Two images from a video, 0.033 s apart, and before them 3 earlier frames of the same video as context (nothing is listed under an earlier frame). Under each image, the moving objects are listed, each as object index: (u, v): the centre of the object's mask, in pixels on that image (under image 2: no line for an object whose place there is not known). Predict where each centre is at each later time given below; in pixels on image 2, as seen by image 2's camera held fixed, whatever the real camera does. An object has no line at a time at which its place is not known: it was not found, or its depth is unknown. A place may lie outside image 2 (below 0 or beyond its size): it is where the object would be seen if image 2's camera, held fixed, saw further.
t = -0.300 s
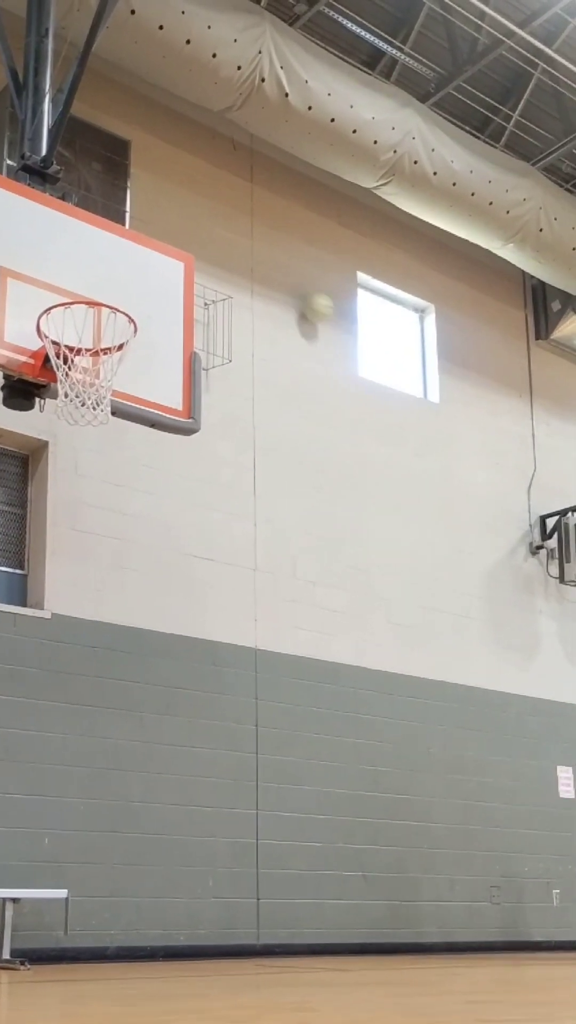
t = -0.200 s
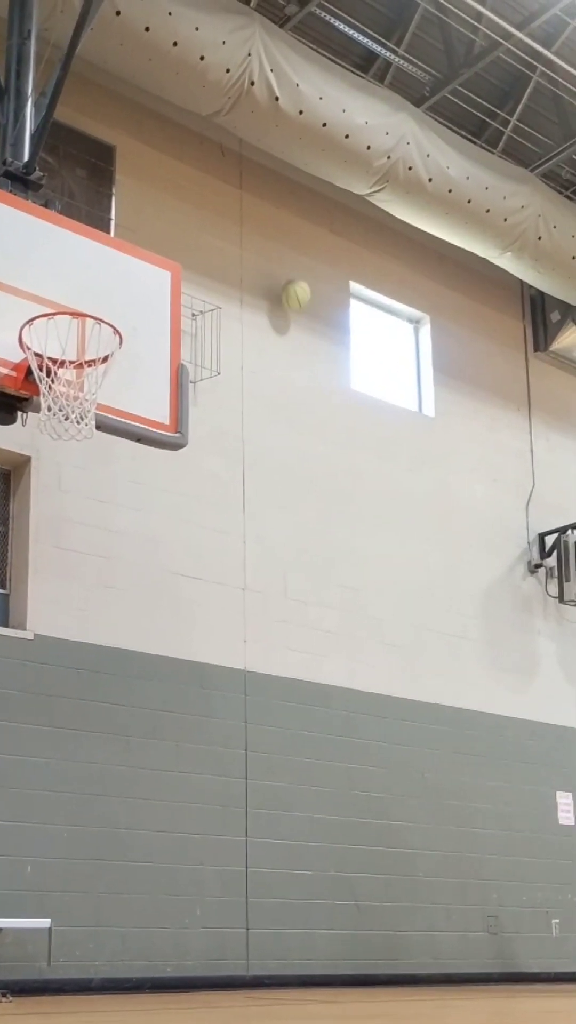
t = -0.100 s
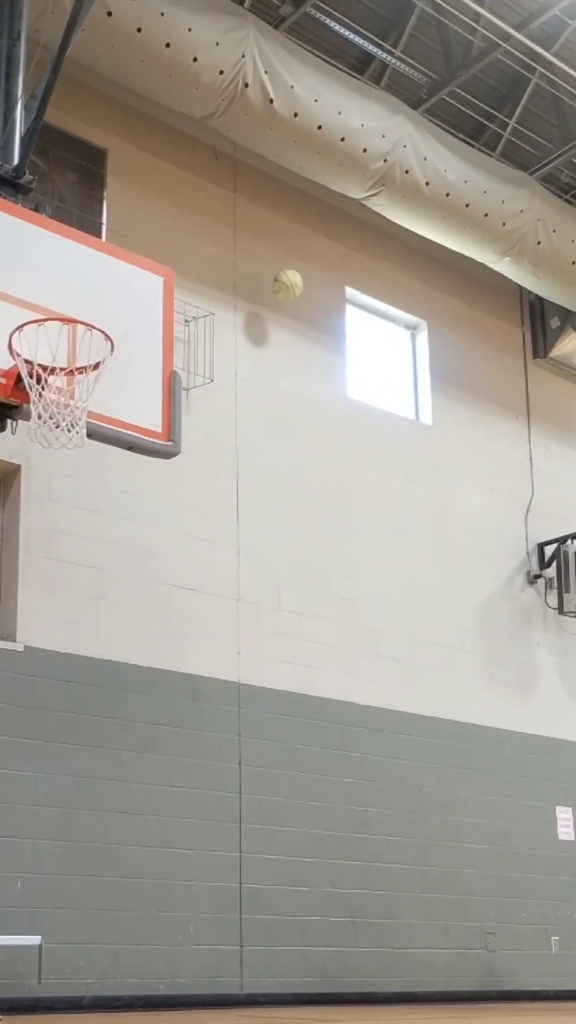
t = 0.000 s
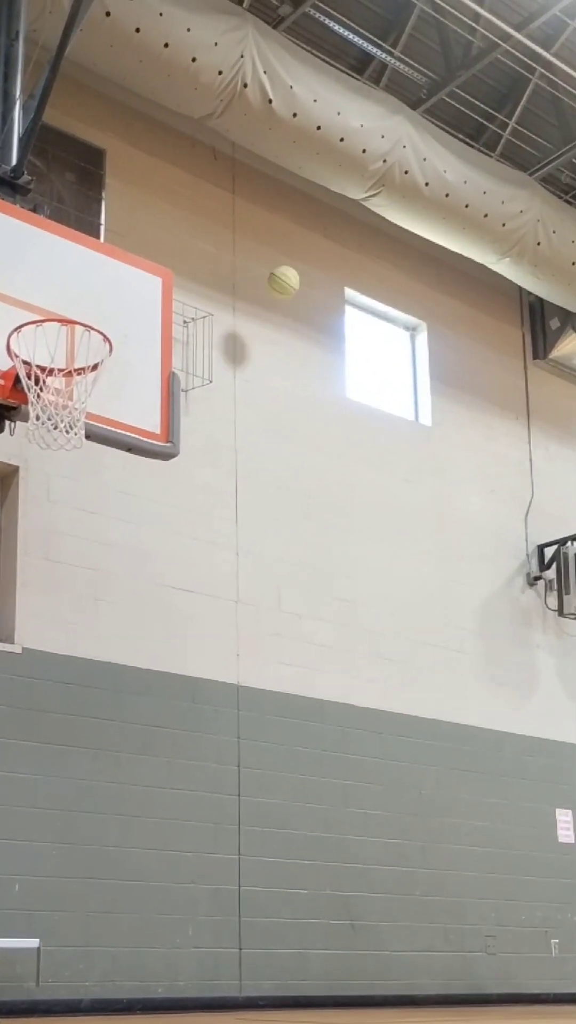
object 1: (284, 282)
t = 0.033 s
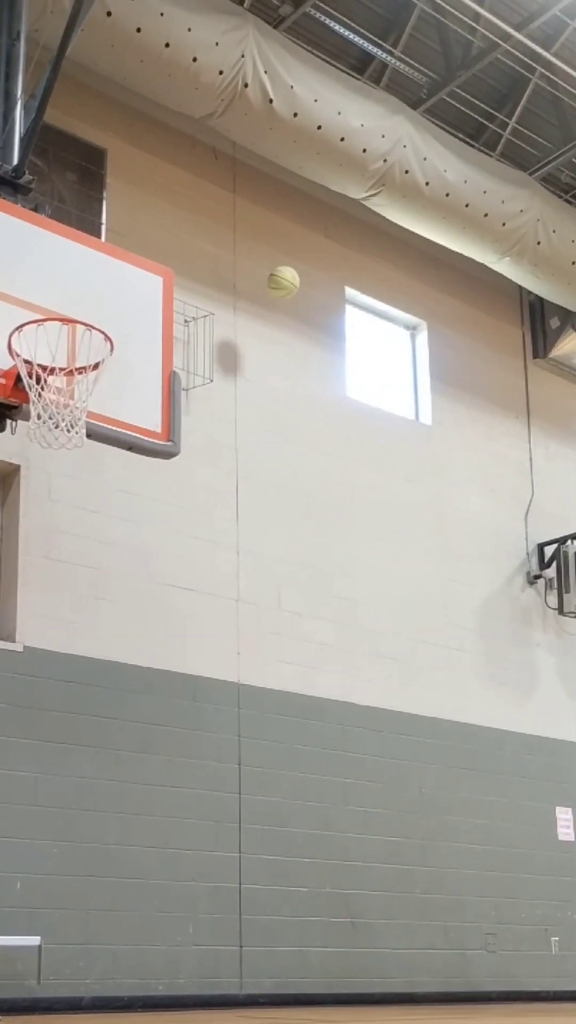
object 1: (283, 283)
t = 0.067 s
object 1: (282, 285)
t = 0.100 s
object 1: (281, 288)
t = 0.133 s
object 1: (281, 293)
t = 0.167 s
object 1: (280, 298)
